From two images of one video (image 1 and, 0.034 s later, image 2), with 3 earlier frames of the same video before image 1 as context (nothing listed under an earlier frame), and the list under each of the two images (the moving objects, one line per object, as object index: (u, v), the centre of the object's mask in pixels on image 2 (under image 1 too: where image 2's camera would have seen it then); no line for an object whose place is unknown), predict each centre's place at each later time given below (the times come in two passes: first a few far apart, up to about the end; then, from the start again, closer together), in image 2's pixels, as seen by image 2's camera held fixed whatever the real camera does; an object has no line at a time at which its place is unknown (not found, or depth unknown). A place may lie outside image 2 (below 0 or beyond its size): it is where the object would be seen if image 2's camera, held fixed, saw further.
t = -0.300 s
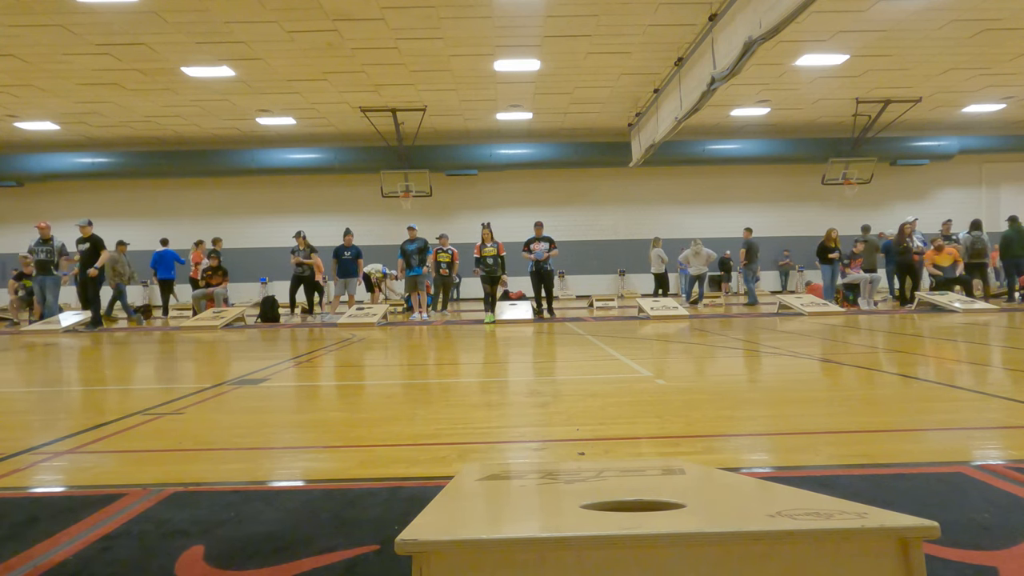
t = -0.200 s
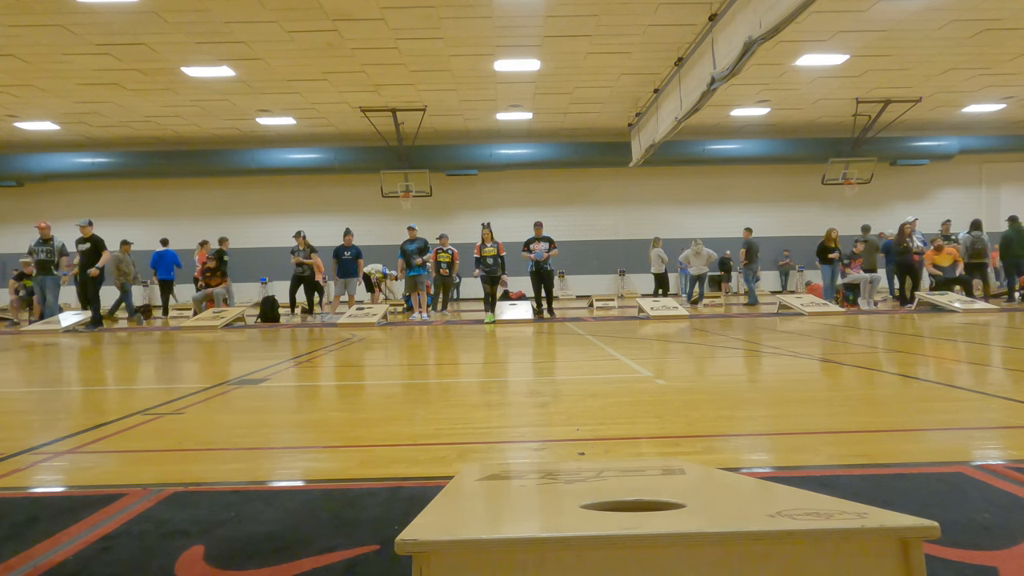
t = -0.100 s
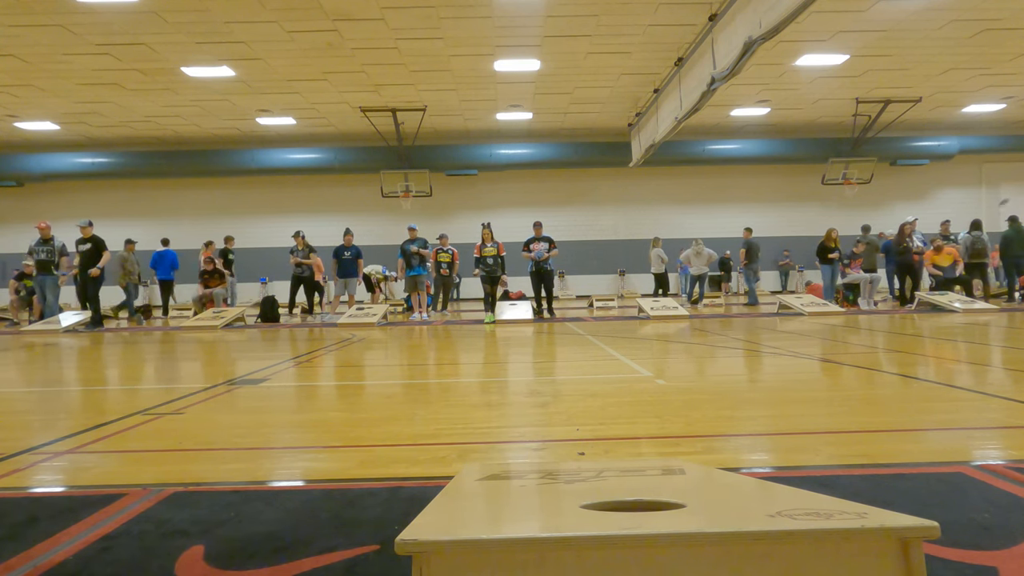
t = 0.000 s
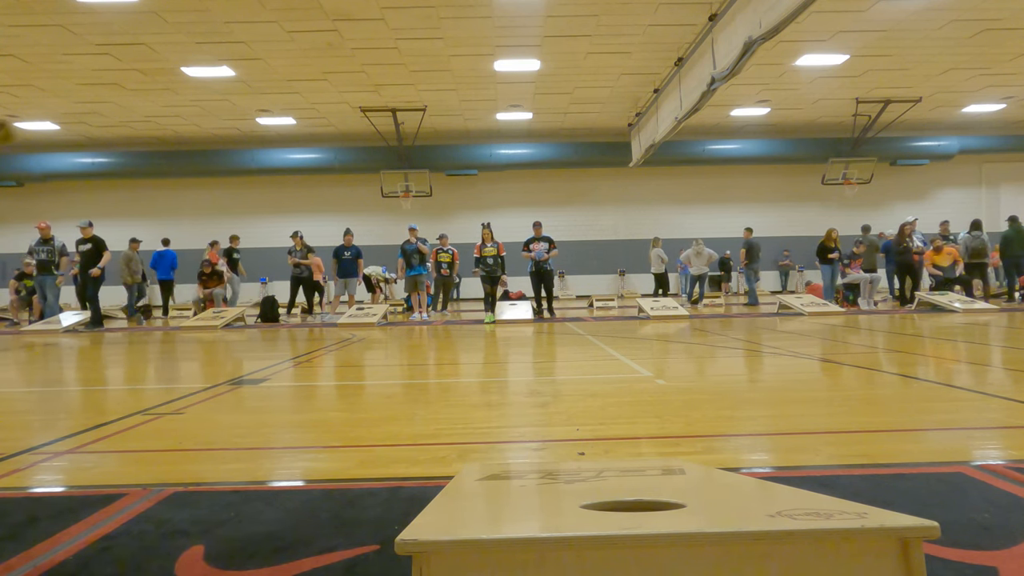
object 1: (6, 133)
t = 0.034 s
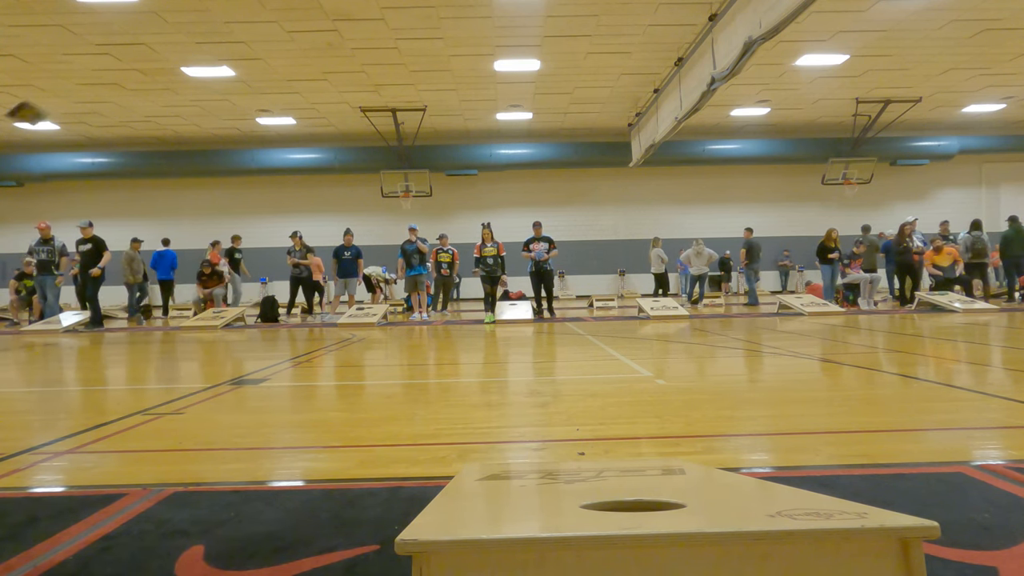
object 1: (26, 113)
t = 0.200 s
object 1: (138, 71)
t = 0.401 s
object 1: (219, 82)
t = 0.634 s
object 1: (280, 136)
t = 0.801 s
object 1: (310, 189)
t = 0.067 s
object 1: (54, 99)
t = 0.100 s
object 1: (78, 88)
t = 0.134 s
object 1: (100, 80)
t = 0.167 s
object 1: (120, 74)
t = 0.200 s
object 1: (138, 71)
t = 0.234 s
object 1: (155, 69)
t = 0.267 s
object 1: (170, 69)
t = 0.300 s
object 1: (183, 70)
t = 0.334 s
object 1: (196, 73)
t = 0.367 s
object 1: (208, 78)
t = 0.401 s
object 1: (219, 82)
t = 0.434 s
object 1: (230, 87)
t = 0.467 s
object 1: (239, 94)
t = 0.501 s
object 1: (248, 101)
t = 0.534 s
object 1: (257, 109)
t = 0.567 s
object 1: (264, 115)
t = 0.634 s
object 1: (280, 136)
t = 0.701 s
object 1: (293, 156)
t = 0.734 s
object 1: (300, 167)
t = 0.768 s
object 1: (304, 178)
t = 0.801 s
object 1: (310, 189)
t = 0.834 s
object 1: (315, 201)
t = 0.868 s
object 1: (320, 213)
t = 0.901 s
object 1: (326, 224)
